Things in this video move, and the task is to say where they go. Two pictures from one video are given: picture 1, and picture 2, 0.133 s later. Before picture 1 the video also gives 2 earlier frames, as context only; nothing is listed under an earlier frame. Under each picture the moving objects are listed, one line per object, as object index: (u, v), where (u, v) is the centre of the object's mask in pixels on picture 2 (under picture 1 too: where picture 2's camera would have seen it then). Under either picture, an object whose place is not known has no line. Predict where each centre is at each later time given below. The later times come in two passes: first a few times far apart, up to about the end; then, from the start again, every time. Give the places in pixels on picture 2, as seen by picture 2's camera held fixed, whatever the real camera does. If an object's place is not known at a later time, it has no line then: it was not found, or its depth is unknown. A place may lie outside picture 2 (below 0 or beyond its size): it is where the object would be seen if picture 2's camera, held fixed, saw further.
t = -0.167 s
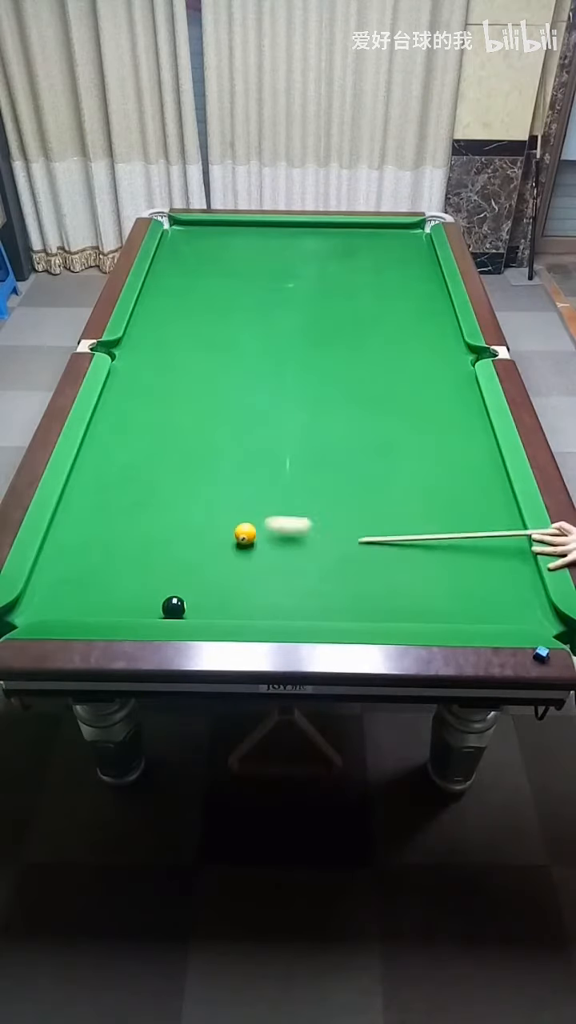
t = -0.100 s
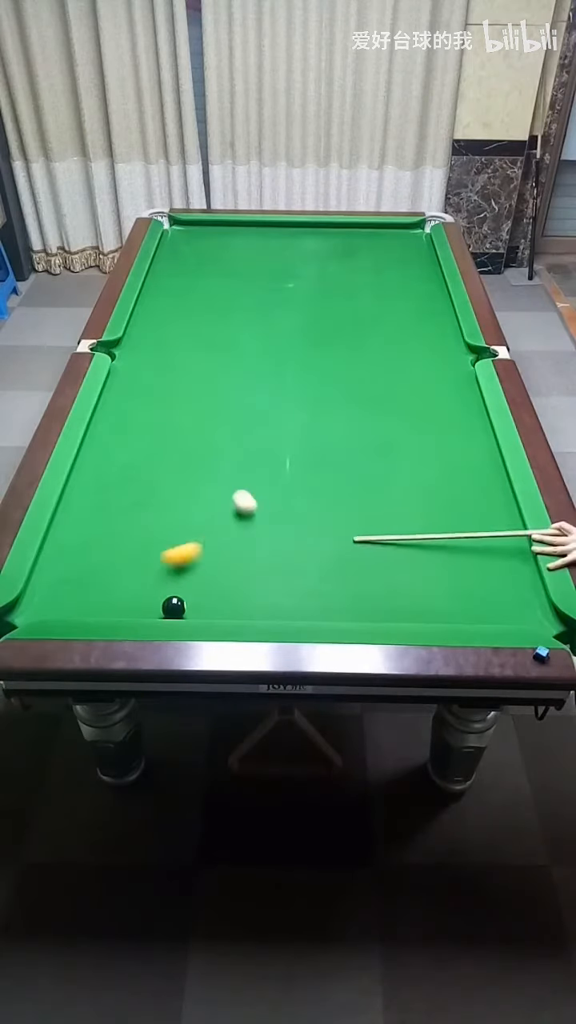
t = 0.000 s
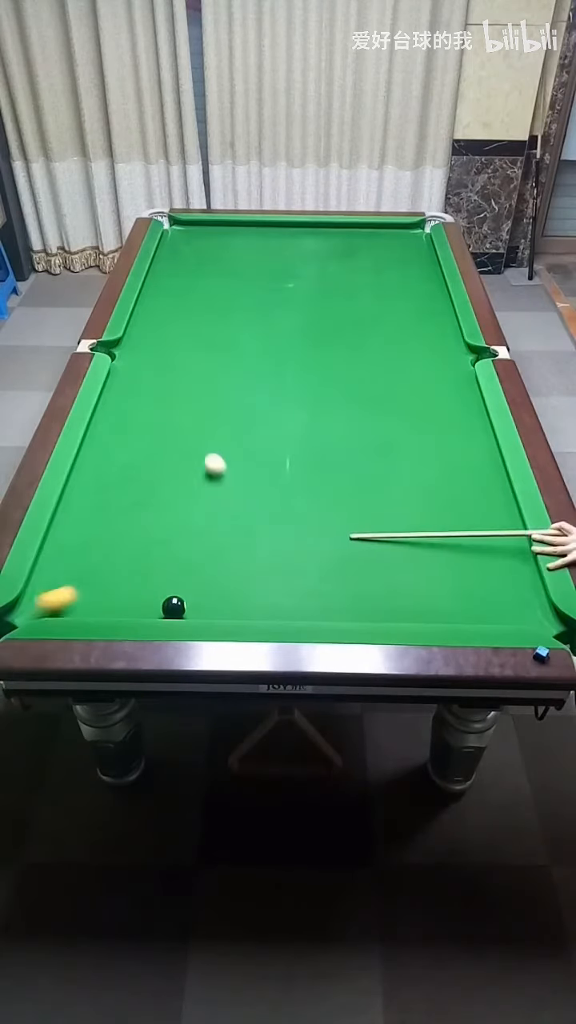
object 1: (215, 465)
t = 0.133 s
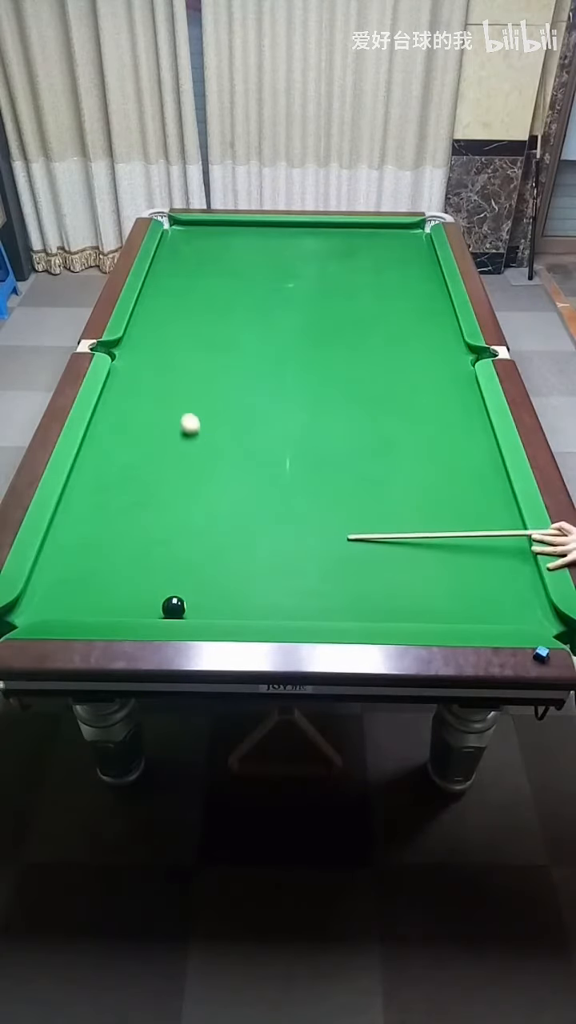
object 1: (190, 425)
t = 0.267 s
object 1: (180, 393)
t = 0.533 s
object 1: (181, 345)
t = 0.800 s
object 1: (183, 307)
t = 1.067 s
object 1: (185, 275)
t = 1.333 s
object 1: (186, 247)
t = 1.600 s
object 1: (187, 224)
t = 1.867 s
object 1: (190, 237)
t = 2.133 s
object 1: (194, 251)
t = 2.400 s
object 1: (198, 266)
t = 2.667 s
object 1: (203, 282)
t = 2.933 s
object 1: (208, 298)
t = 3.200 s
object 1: (213, 314)
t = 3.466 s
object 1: (218, 330)
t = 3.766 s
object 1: (224, 350)
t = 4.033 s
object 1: (229, 367)
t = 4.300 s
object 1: (235, 384)
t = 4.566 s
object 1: (241, 402)
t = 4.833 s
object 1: (247, 419)
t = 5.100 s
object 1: (252, 436)
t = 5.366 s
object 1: (258, 453)
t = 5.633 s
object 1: (264, 470)
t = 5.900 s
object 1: (270, 486)
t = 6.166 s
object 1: (275, 501)
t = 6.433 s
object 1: (281, 516)
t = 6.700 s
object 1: (286, 529)
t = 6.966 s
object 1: (291, 542)
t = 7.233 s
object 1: (295, 554)
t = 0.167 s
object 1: (186, 416)
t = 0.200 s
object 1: (183, 408)
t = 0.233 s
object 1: (181, 400)
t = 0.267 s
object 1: (180, 393)
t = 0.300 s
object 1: (179, 386)
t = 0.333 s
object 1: (179, 379)
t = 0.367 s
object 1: (179, 374)
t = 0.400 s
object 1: (180, 368)
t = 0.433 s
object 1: (180, 362)
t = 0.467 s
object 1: (180, 356)
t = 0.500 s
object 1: (181, 351)
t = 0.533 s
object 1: (181, 345)
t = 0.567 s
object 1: (181, 340)
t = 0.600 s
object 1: (182, 335)
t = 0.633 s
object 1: (182, 330)
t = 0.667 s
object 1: (182, 325)
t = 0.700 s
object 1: (182, 321)
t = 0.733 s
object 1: (183, 316)
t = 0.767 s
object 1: (183, 311)
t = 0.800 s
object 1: (183, 307)
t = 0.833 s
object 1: (183, 302)
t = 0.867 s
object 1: (184, 298)
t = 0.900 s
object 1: (184, 294)
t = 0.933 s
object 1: (184, 290)
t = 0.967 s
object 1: (184, 286)
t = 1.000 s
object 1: (184, 282)
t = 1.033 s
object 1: (184, 278)
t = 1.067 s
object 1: (185, 275)
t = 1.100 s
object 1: (185, 271)
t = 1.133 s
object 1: (185, 267)
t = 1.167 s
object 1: (185, 264)
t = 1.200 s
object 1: (185, 260)
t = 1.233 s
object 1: (185, 257)
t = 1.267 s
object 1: (186, 254)
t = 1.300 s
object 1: (186, 251)
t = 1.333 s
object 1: (186, 247)
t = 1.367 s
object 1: (186, 244)
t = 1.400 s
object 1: (186, 241)
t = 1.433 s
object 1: (186, 238)
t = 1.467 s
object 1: (186, 235)
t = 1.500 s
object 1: (186, 232)
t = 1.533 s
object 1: (186, 229)
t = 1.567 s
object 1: (186, 226)
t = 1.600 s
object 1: (187, 224)
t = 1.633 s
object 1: (187, 224)
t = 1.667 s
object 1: (187, 226)
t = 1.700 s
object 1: (188, 228)
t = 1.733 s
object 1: (188, 230)
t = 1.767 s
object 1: (189, 232)
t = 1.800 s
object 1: (189, 233)
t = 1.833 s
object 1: (190, 235)
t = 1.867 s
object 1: (190, 237)
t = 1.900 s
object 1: (191, 239)
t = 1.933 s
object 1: (191, 241)
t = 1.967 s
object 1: (192, 242)
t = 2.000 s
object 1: (192, 244)
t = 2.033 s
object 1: (193, 246)
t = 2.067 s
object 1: (193, 248)
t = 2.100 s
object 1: (194, 250)
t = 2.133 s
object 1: (194, 251)
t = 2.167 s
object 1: (195, 253)
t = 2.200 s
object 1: (195, 255)
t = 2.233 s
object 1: (196, 257)
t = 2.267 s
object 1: (196, 259)
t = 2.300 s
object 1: (197, 261)
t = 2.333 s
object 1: (197, 263)
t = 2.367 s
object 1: (198, 265)
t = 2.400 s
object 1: (198, 266)
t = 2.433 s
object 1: (199, 268)
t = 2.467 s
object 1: (200, 270)
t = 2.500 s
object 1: (200, 272)
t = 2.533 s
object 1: (200, 274)
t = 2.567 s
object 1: (201, 276)
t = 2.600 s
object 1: (202, 278)
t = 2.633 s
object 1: (202, 280)
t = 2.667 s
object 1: (203, 282)
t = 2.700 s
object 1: (203, 284)
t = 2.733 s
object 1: (204, 286)
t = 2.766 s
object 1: (205, 287)
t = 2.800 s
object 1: (205, 290)
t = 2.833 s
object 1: (206, 292)
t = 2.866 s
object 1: (206, 294)
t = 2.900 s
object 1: (207, 296)
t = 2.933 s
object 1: (208, 298)
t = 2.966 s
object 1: (208, 300)
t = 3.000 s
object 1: (209, 302)
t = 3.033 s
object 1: (210, 304)
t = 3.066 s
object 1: (210, 306)
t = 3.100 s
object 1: (211, 308)
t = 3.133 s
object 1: (211, 310)
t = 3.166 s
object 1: (212, 312)
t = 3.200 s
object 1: (213, 314)
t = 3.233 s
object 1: (213, 316)
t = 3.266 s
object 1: (214, 318)
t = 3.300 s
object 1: (214, 320)
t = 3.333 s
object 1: (215, 322)
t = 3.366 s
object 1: (216, 324)
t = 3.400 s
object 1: (216, 326)
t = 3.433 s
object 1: (217, 328)
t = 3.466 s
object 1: (218, 330)
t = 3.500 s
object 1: (219, 333)
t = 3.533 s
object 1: (219, 335)
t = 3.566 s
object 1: (220, 337)
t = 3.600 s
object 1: (220, 339)
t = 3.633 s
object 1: (221, 341)
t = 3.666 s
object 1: (222, 343)
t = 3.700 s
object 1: (222, 345)
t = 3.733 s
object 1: (223, 347)
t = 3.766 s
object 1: (224, 350)
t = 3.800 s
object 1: (224, 352)
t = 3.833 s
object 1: (225, 354)
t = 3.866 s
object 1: (226, 356)
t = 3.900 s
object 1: (227, 358)
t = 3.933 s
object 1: (227, 360)
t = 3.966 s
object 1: (228, 363)
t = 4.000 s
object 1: (229, 365)
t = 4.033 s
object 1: (229, 367)
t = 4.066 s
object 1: (230, 369)
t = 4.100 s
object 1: (231, 371)
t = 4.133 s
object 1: (232, 373)
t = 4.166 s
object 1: (232, 375)
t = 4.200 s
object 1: (233, 378)
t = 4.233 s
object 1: (234, 380)
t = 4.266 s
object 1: (234, 382)
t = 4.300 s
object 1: (235, 384)
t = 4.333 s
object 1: (236, 386)
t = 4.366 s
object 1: (236, 389)
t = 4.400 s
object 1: (237, 391)
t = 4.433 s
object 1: (238, 393)
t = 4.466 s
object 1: (239, 395)
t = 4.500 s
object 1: (240, 397)
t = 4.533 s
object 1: (240, 399)
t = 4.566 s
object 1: (241, 402)
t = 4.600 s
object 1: (242, 404)
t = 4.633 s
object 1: (242, 406)
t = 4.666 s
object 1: (243, 408)
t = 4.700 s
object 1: (244, 410)
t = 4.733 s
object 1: (245, 412)
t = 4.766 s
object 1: (245, 414)
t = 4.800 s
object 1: (246, 417)
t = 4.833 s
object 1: (247, 419)
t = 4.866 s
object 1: (247, 421)
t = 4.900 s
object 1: (248, 423)
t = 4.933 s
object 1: (249, 425)
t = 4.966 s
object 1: (250, 428)
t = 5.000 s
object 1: (250, 430)
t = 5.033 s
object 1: (251, 432)
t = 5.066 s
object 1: (252, 434)
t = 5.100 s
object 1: (252, 436)
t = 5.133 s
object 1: (253, 438)
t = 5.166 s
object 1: (254, 441)
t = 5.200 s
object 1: (255, 443)
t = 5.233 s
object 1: (255, 445)
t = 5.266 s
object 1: (256, 447)
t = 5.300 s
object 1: (257, 449)
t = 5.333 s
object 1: (258, 451)
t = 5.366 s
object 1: (258, 453)
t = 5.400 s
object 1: (259, 455)
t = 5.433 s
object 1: (259, 457)
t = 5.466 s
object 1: (260, 459)
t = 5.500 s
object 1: (261, 461)
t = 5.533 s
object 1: (262, 464)
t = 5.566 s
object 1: (262, 466)
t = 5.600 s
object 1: (263, 468)
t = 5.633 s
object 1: (264, 470)
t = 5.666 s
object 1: (265, 472)
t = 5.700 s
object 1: (266, 474)
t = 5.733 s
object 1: (266, 476)
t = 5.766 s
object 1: (267, 478)
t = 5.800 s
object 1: (268, 480)
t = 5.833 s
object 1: (268, 482)
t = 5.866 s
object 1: (269, 484)
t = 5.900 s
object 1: (270, 486)
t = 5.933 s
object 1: (270, 488)
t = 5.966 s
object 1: (271, 490)
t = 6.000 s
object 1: (272, 492)
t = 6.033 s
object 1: (272, 493)
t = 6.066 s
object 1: (273, 495)
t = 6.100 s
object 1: (274, 497)
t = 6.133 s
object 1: (274, 499)
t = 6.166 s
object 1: (275, 501)
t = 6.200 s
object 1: (276, 503)
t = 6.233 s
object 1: (276, 505)
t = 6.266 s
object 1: (277, 507)
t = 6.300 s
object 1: (278, 509)
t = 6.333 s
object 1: (279, 510)
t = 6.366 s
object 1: (279, 512)
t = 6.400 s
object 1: (280, 514)
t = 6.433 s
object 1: (281, 516)
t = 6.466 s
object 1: (281, 518)
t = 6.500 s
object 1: (282, 519)
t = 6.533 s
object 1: (283, 521)
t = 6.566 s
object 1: (283, 523)
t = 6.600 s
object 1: (284, 525)
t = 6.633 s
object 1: (285, 526)
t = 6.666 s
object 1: (285, 528)
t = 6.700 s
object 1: (286, 529)
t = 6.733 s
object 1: (286, 531)
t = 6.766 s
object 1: (287, 533)
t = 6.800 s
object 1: (288, 534)
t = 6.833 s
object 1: (288, 536)
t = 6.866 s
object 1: (289, 537)
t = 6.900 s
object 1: (289, 539)
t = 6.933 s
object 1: (290, 540)
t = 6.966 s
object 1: (291, 542)
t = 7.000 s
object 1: (291, 544)
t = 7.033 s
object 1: (292, 545)
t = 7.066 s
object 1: (292, 546)
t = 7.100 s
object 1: (293, 548)
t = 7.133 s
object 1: (294, 549)
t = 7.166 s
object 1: (294, 551)
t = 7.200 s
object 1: (295, 552)
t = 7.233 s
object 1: (295, 554)
